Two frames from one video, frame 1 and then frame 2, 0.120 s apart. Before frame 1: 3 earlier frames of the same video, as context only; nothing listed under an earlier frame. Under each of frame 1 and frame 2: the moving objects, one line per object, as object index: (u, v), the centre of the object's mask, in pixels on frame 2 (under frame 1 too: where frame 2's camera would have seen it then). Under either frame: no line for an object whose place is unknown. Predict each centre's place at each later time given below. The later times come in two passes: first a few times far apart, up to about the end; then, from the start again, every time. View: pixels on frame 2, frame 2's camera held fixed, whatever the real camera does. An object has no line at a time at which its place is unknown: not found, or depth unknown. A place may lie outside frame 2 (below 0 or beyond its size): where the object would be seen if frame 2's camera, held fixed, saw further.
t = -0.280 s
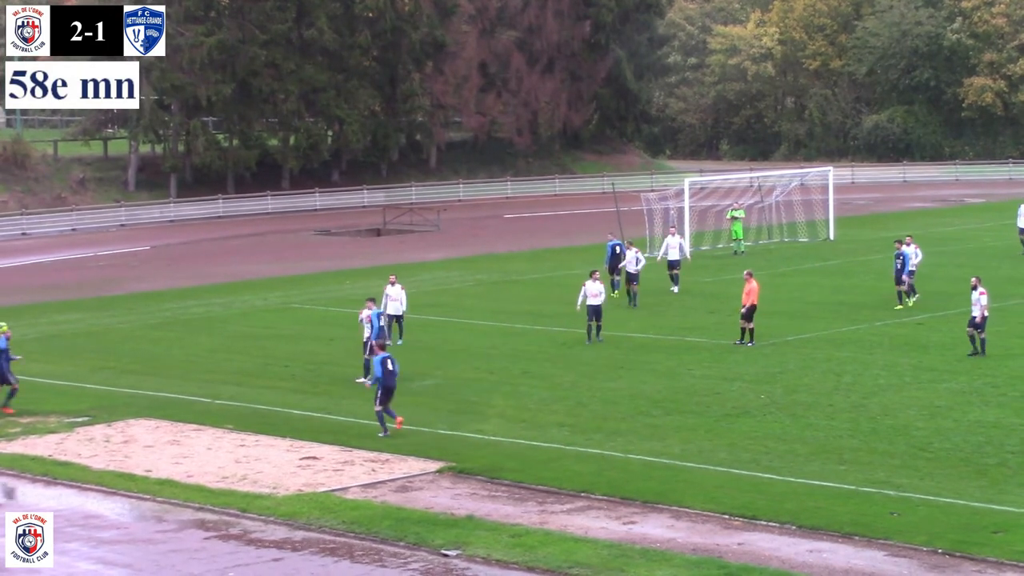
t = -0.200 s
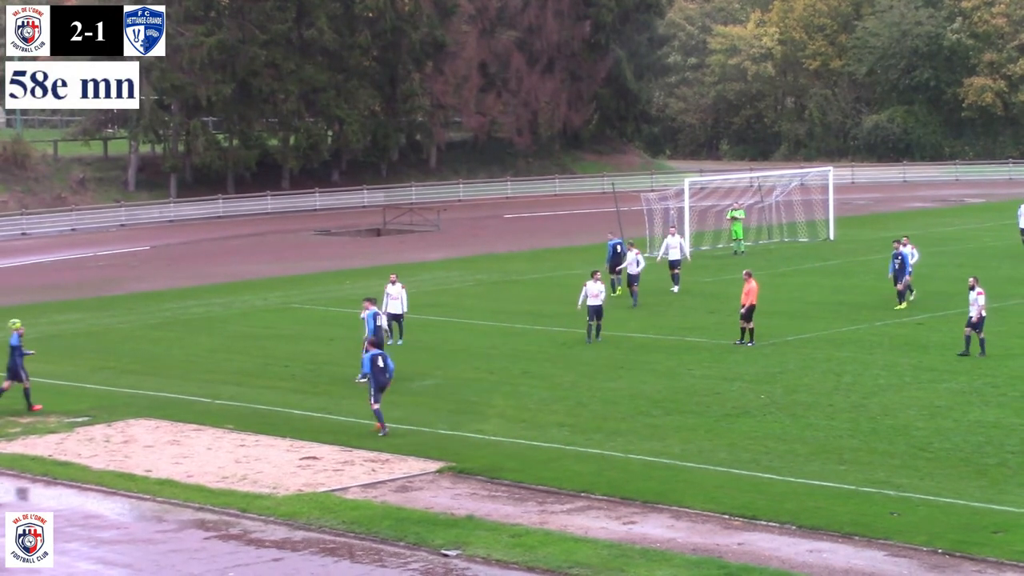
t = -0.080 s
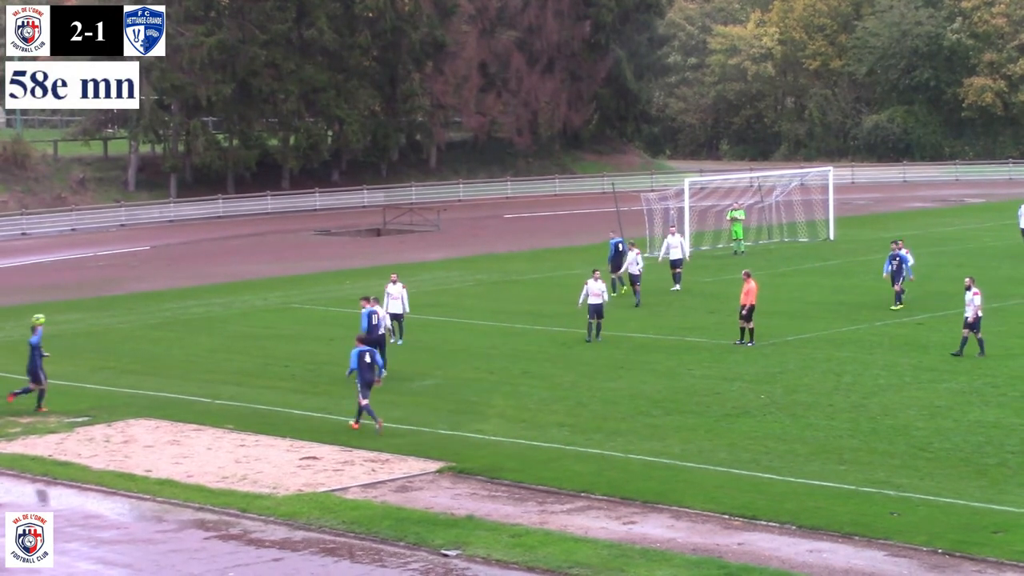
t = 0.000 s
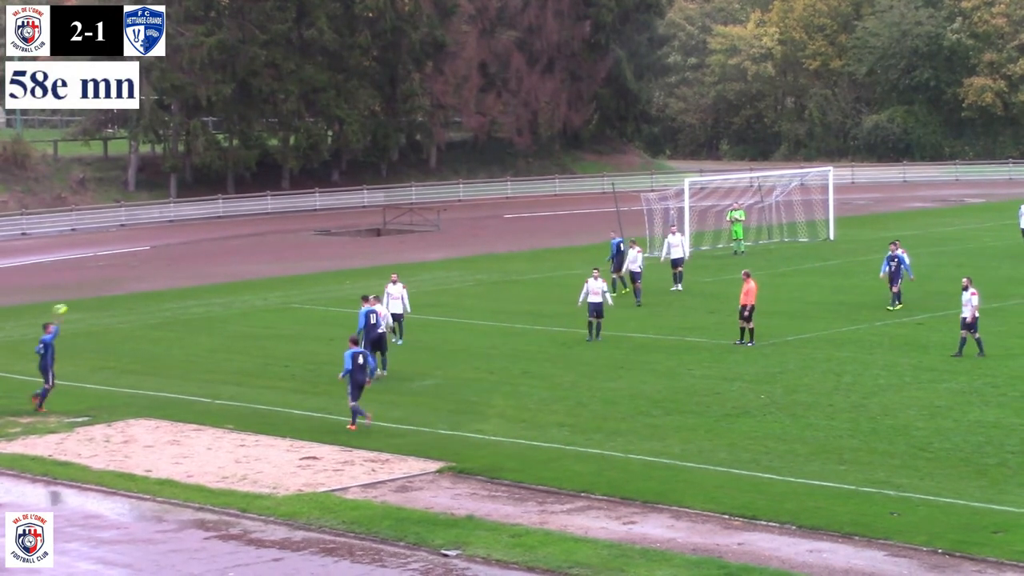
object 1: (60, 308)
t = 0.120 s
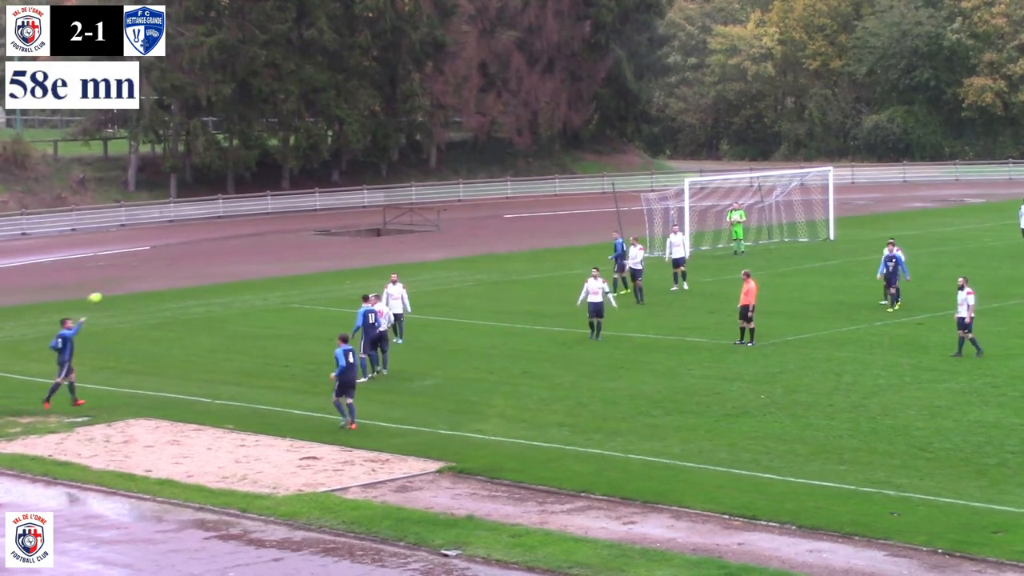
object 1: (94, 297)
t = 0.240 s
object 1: (130, 292)
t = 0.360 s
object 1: (165, 296)
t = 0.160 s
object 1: (107, 295)
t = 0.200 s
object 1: (119, 293)
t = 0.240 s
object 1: (130, 292)
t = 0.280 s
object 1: (141, 292)
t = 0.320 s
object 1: (153, 293)
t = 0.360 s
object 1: (165, 296)
